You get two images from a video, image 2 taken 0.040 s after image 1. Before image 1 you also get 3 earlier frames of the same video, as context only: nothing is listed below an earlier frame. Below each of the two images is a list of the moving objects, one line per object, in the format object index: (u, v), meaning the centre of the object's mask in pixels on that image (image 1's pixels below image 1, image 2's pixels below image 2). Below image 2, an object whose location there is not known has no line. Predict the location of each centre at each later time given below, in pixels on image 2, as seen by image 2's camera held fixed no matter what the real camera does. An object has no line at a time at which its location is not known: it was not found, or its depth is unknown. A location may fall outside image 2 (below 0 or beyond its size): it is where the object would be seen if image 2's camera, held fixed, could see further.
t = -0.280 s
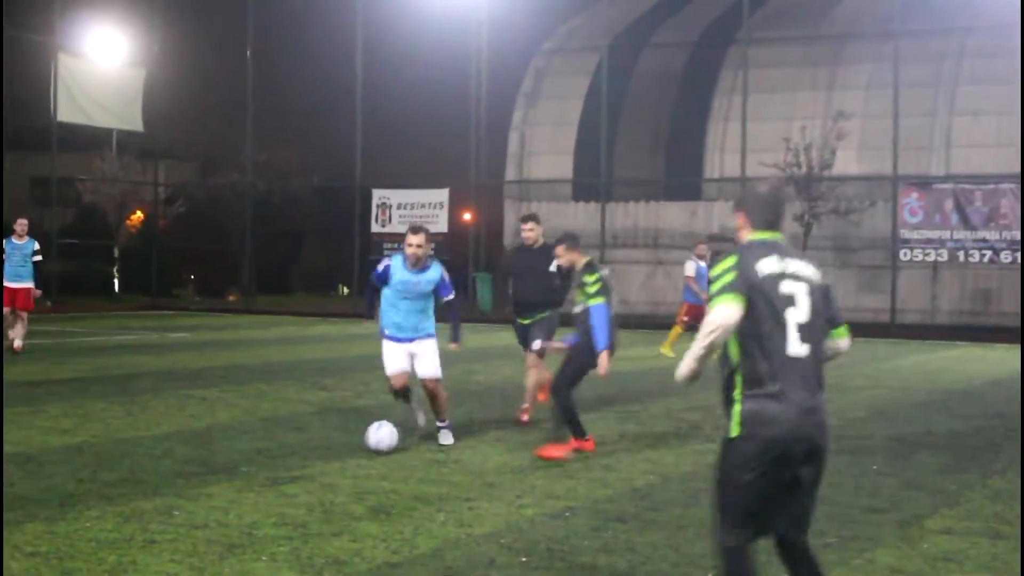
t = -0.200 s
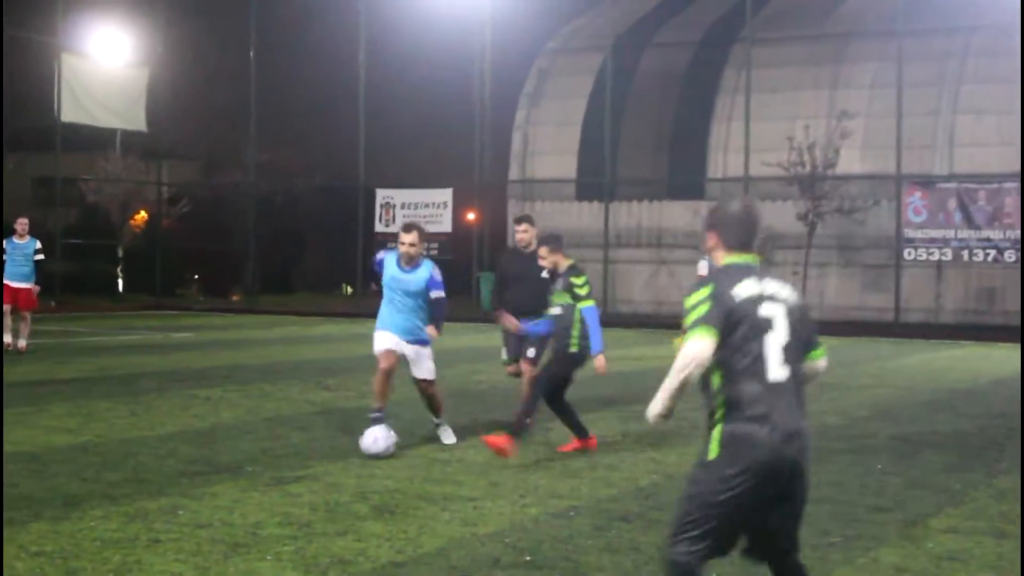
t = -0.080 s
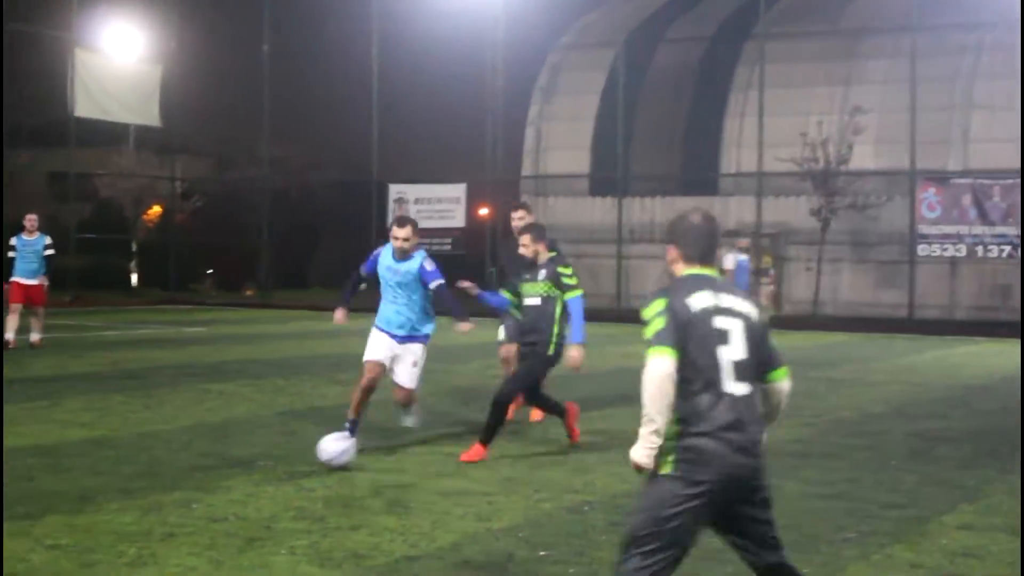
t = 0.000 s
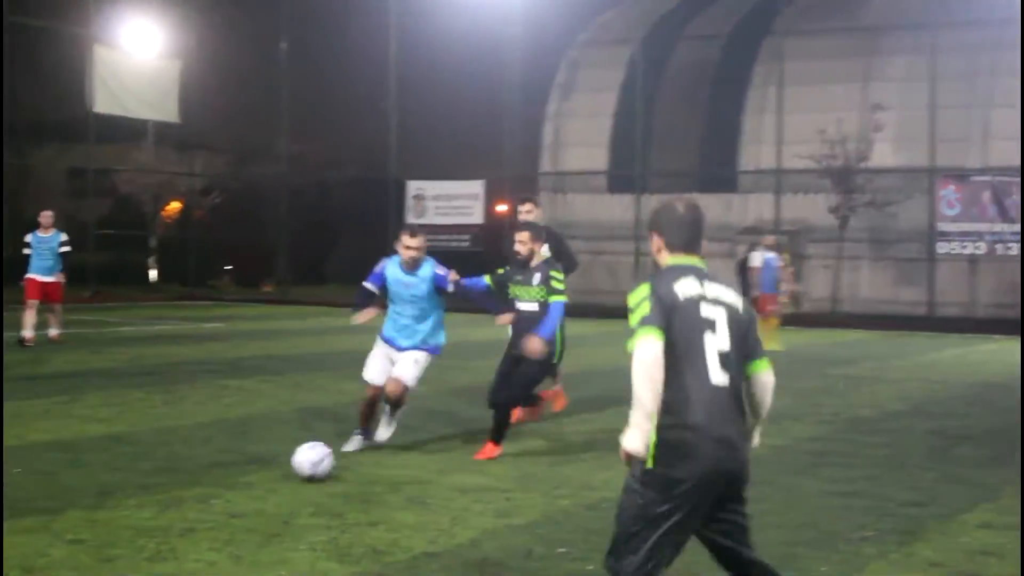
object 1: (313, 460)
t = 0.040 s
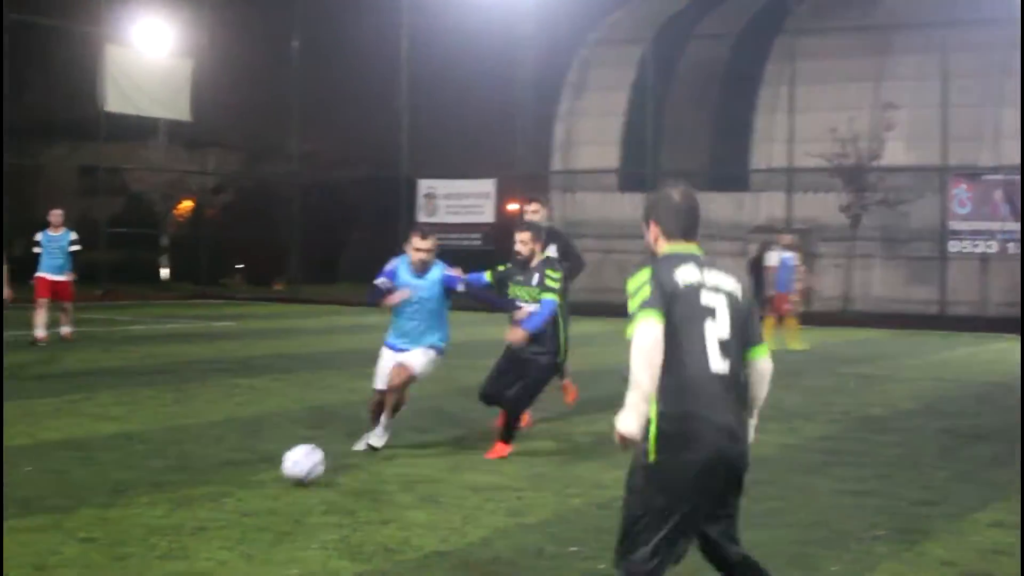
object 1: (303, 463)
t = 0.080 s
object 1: (279, 471)
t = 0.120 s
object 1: (253, 483)
